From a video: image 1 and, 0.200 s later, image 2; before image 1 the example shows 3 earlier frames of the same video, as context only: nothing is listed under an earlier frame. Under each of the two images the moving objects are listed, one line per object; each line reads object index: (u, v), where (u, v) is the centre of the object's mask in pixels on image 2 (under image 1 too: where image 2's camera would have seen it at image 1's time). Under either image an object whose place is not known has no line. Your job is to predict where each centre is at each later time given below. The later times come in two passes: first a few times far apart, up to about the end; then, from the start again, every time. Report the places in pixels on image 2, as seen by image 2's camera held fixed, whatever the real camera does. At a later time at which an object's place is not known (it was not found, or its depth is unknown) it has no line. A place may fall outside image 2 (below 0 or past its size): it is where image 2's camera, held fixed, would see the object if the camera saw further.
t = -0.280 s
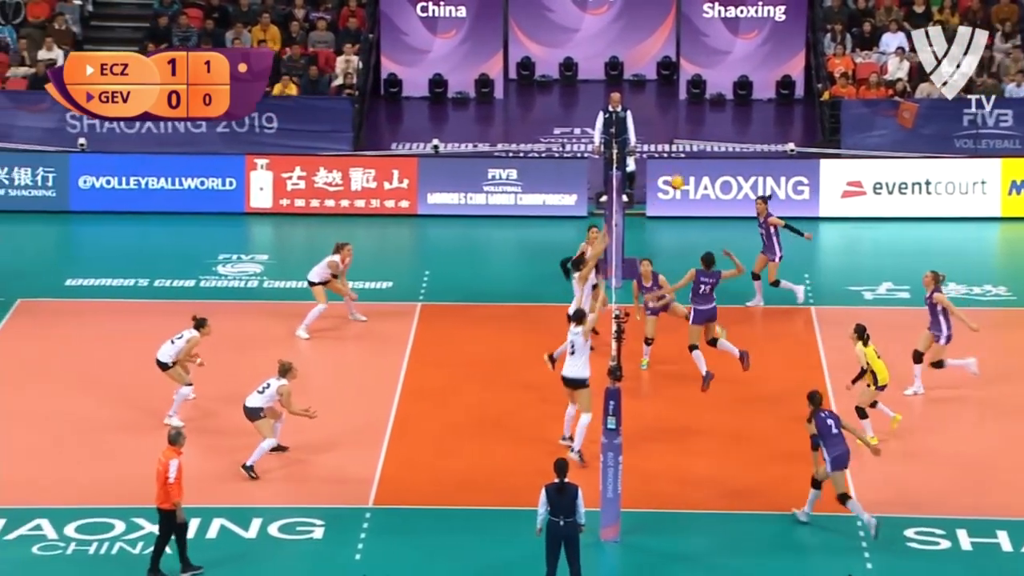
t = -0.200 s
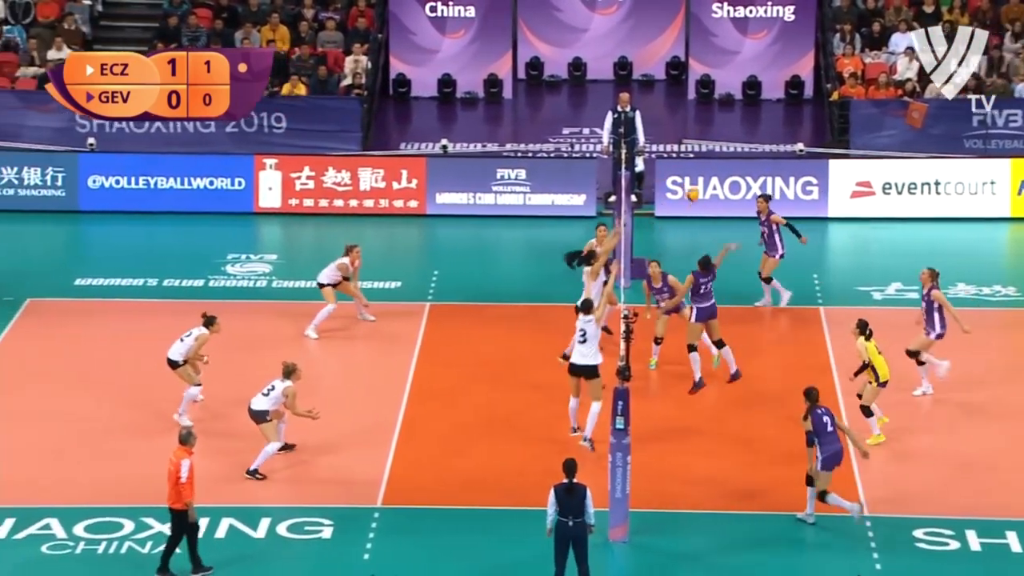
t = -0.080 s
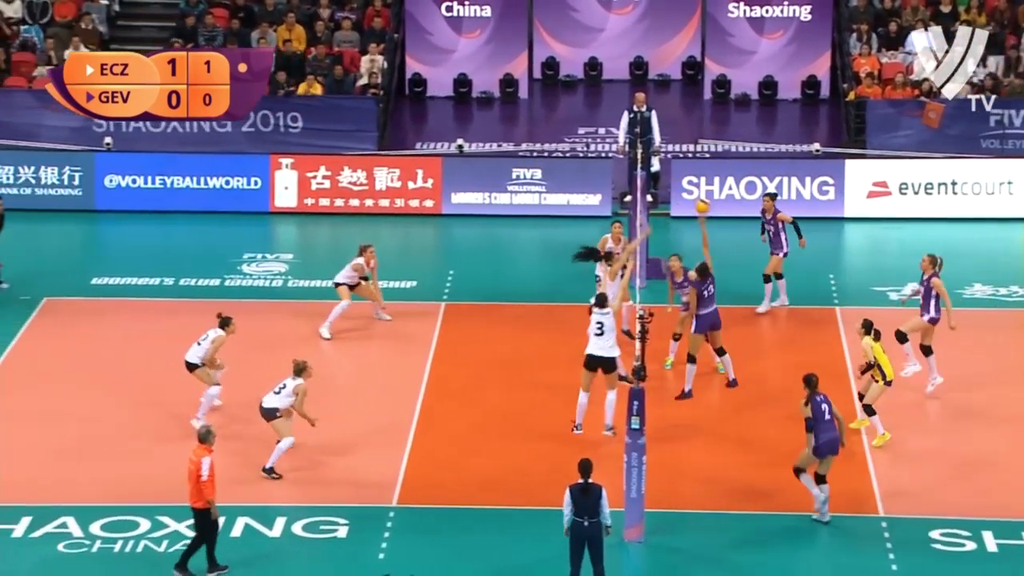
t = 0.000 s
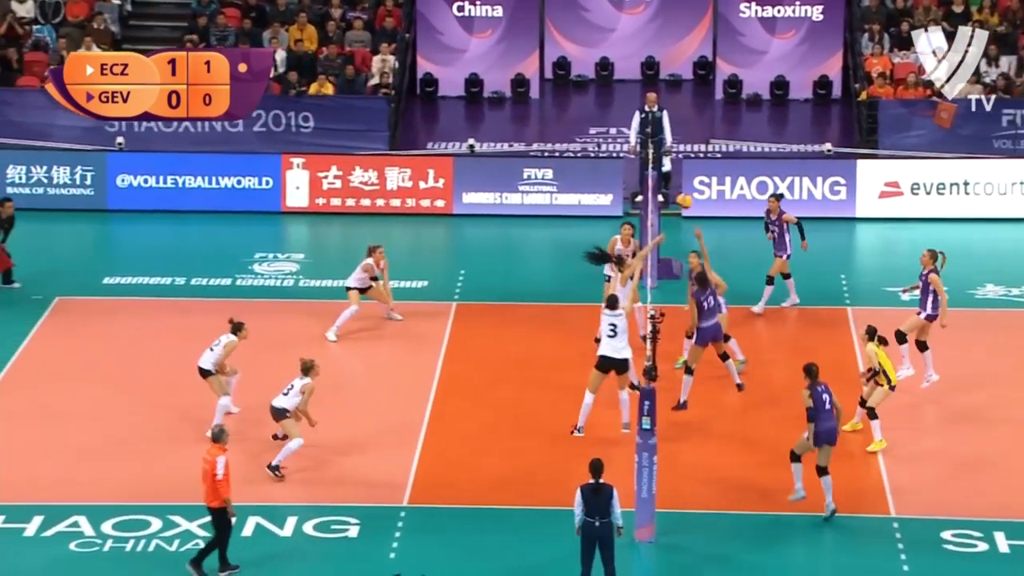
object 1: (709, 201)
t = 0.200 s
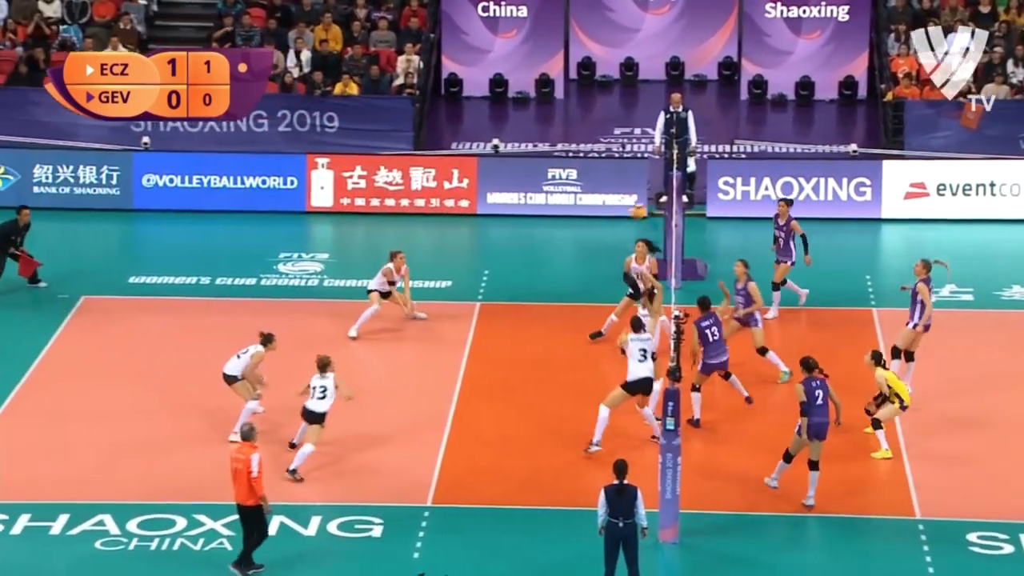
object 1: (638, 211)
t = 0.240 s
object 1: (625, 216)
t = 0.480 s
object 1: (548, 266)
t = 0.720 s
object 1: (480, 347)
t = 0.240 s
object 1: (625, 216)
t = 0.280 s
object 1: (611, 221)
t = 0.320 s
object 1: (598, 228)
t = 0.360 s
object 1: (585, 236)
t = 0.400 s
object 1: (572, 246)
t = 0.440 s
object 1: (560, 255)
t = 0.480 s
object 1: (548, 266)
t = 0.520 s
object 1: (536, 277)
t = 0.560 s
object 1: (525, 289)
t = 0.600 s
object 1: (512, 303)
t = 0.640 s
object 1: (502, 315)
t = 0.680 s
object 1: (490, 330)
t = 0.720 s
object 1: (480, 347)
